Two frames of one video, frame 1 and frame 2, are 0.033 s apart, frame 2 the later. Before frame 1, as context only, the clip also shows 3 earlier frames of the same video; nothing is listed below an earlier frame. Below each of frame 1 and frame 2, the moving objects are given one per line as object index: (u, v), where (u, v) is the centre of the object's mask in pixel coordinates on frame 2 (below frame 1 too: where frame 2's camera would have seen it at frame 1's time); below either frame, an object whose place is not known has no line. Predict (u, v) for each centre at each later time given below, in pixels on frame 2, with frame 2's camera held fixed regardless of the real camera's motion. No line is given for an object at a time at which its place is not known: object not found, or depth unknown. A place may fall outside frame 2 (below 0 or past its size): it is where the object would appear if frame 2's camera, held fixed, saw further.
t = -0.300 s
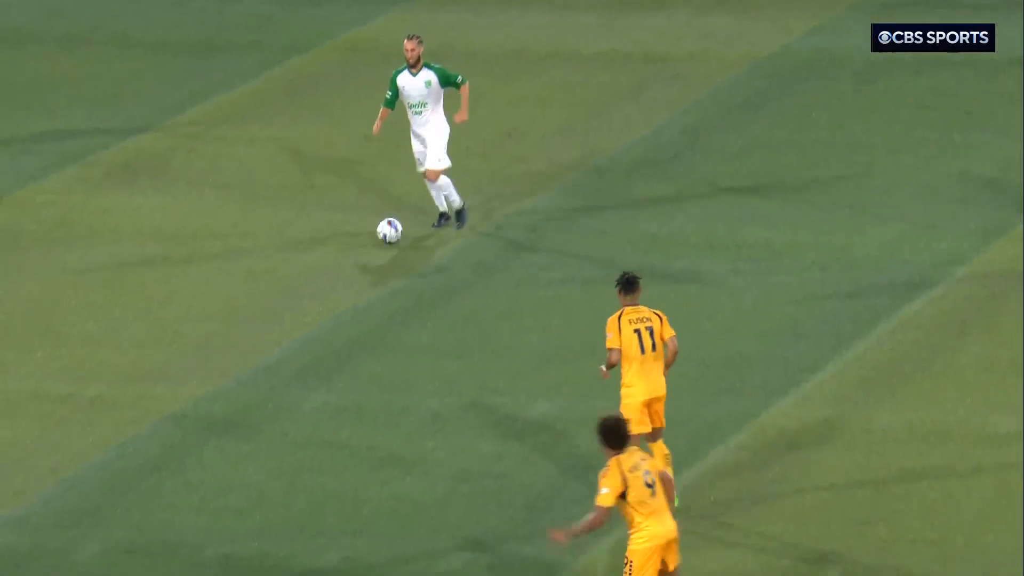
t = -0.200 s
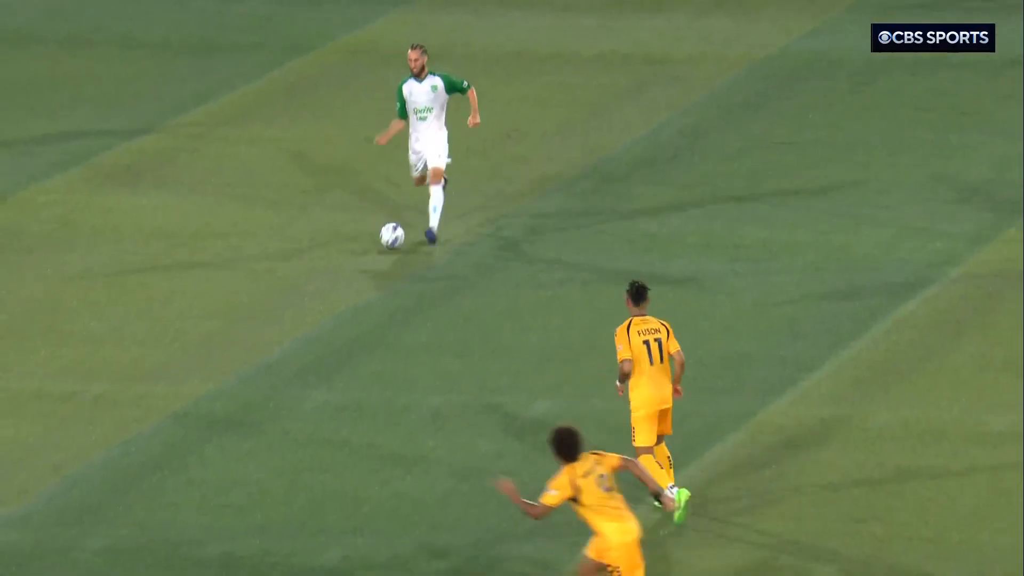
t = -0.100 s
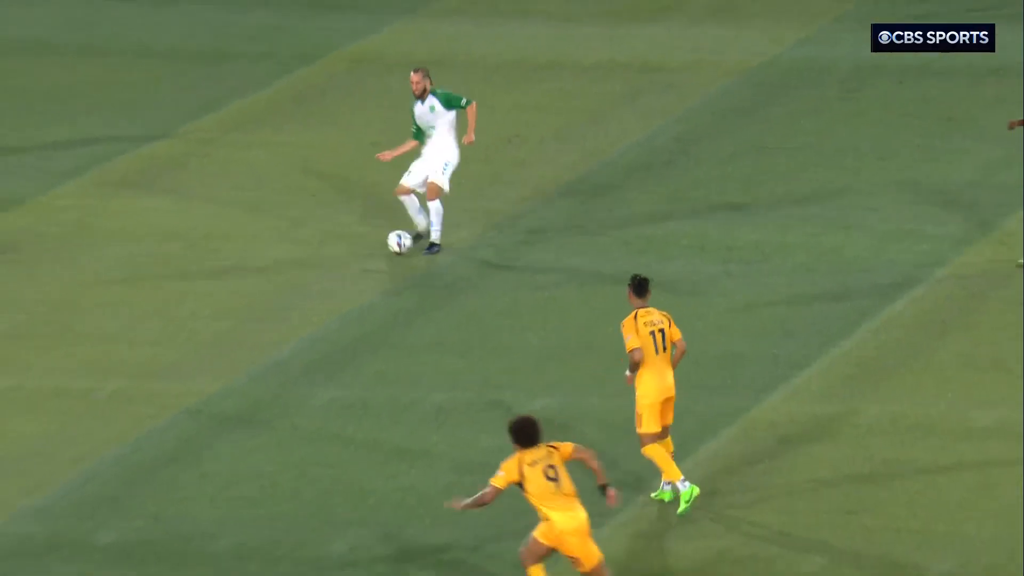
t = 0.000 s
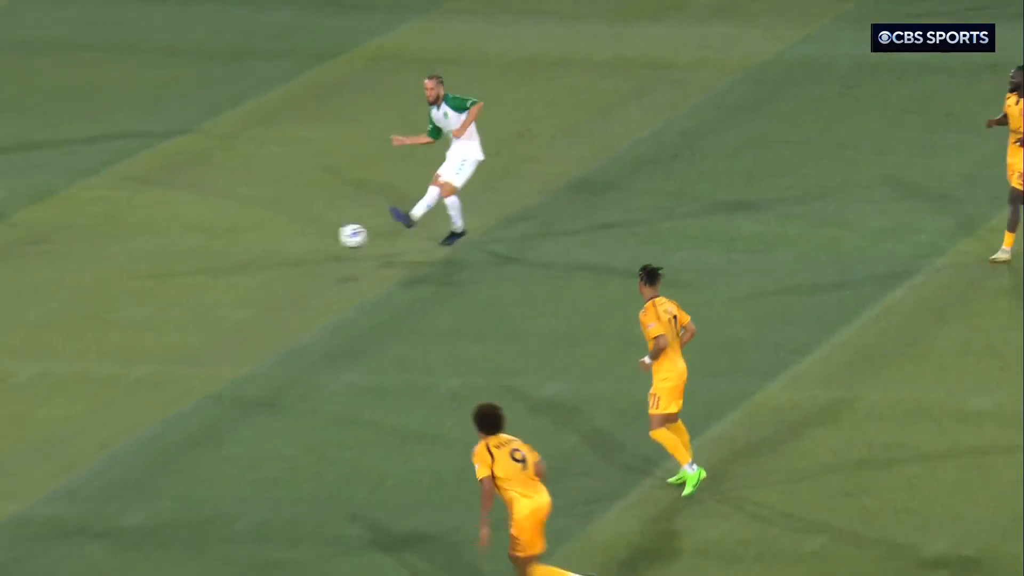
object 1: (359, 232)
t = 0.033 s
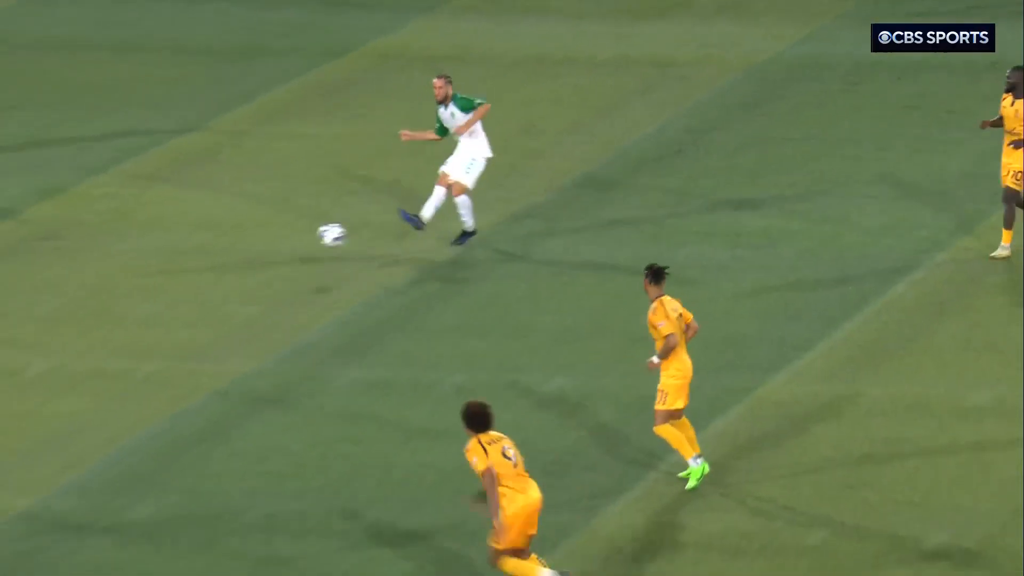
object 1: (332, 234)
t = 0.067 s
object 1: (305, 239)
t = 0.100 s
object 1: (278, 245)
